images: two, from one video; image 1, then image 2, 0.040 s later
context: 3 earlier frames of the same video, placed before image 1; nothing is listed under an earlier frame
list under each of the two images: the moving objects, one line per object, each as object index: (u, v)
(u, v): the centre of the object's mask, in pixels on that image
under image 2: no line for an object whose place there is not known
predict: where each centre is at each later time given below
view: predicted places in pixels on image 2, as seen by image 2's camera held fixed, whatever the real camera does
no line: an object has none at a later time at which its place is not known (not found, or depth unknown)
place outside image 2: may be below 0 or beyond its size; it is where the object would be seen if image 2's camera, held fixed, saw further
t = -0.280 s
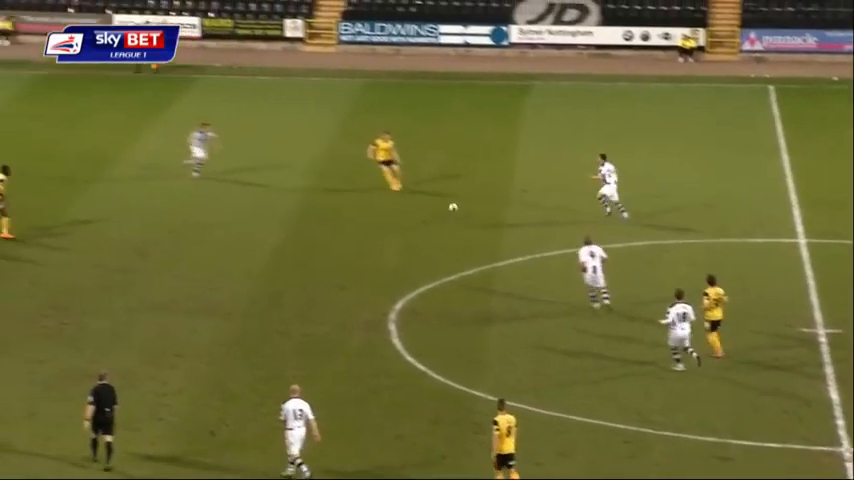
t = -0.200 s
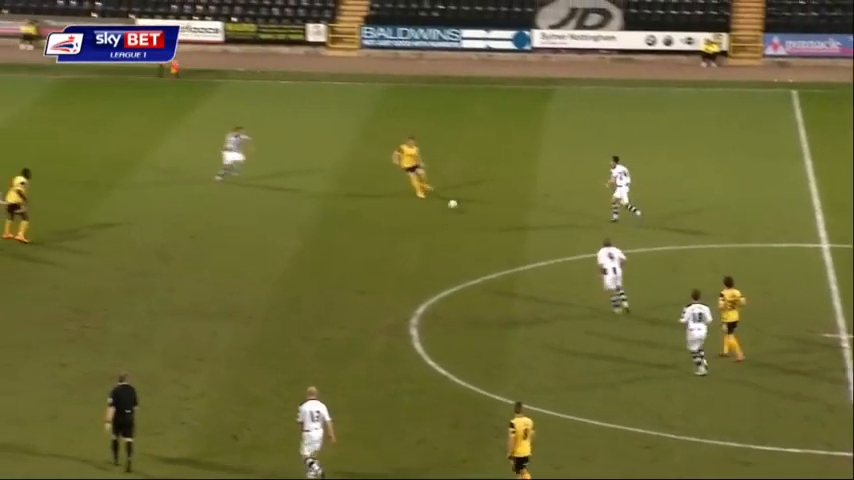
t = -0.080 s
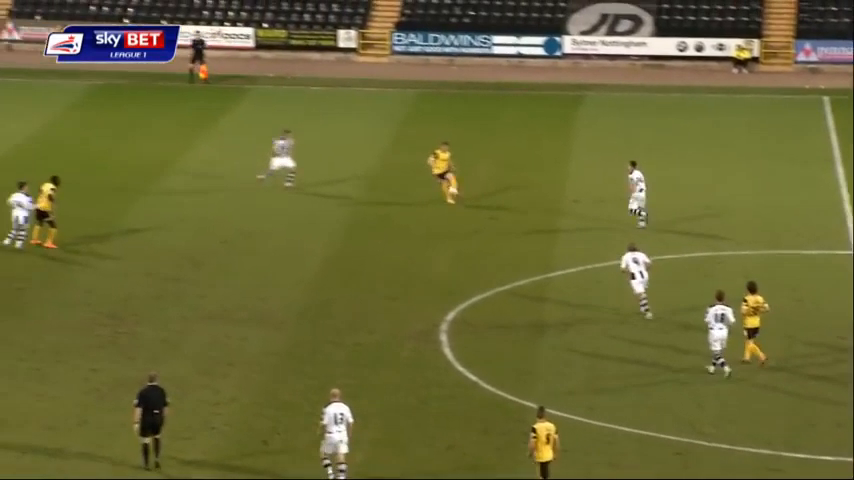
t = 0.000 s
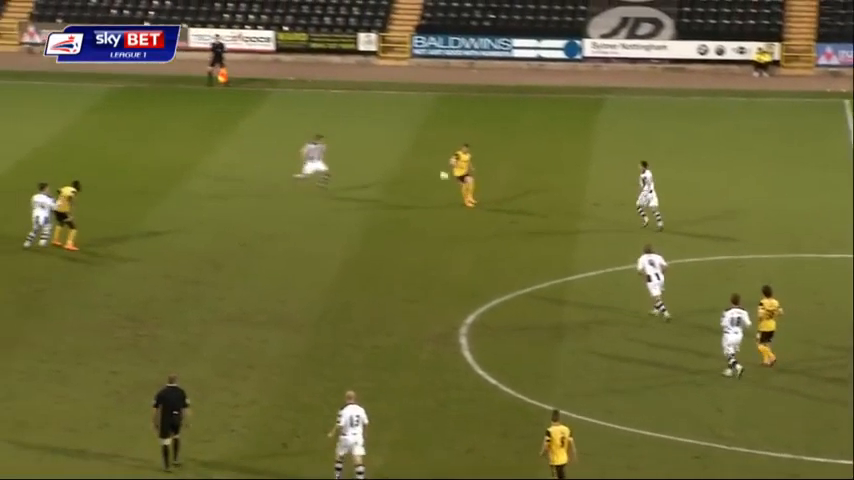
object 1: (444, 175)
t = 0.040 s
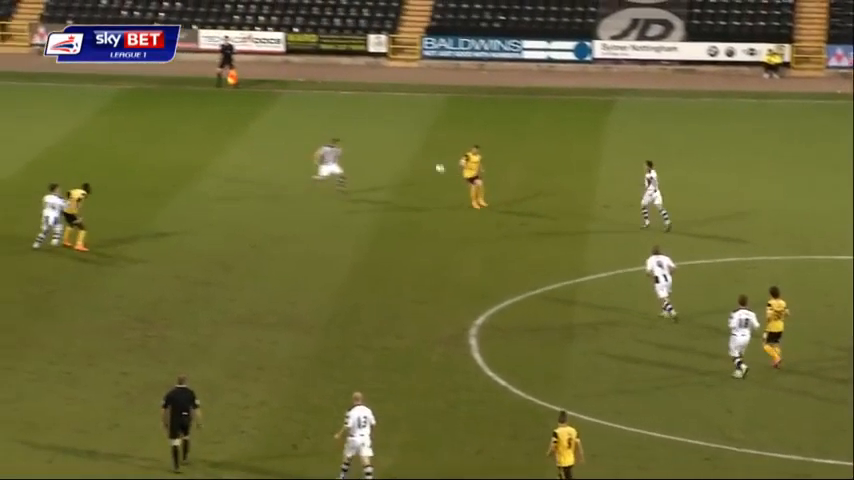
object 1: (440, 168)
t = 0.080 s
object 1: (426, 160)
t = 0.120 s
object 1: (413, 152)
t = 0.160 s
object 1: (400, 146)
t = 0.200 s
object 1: (387, 141)
